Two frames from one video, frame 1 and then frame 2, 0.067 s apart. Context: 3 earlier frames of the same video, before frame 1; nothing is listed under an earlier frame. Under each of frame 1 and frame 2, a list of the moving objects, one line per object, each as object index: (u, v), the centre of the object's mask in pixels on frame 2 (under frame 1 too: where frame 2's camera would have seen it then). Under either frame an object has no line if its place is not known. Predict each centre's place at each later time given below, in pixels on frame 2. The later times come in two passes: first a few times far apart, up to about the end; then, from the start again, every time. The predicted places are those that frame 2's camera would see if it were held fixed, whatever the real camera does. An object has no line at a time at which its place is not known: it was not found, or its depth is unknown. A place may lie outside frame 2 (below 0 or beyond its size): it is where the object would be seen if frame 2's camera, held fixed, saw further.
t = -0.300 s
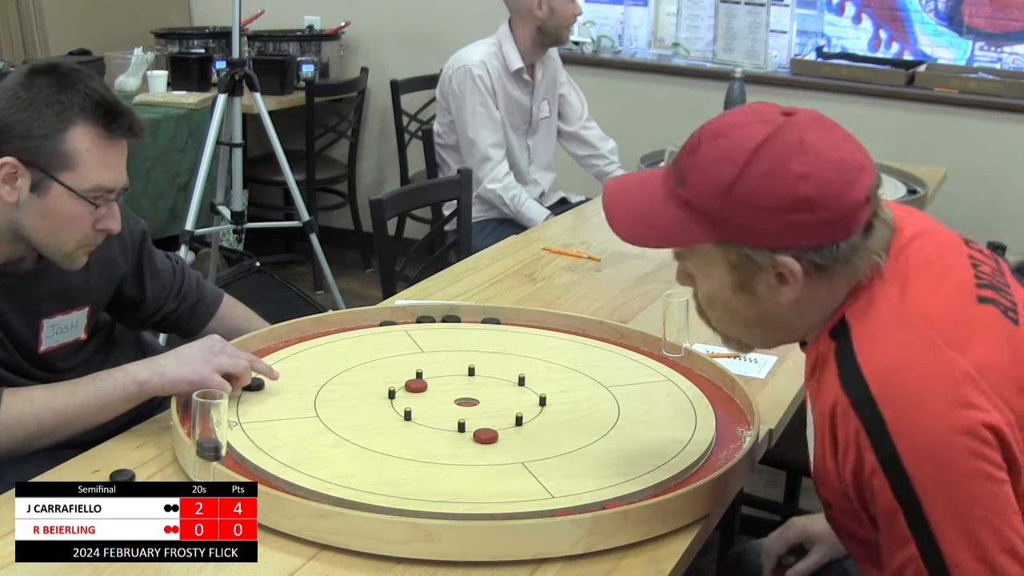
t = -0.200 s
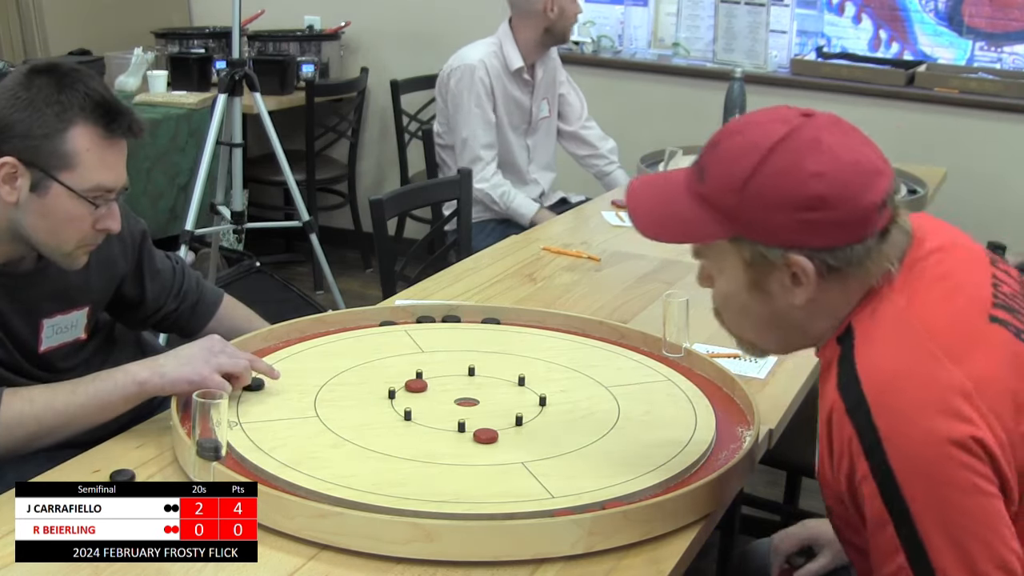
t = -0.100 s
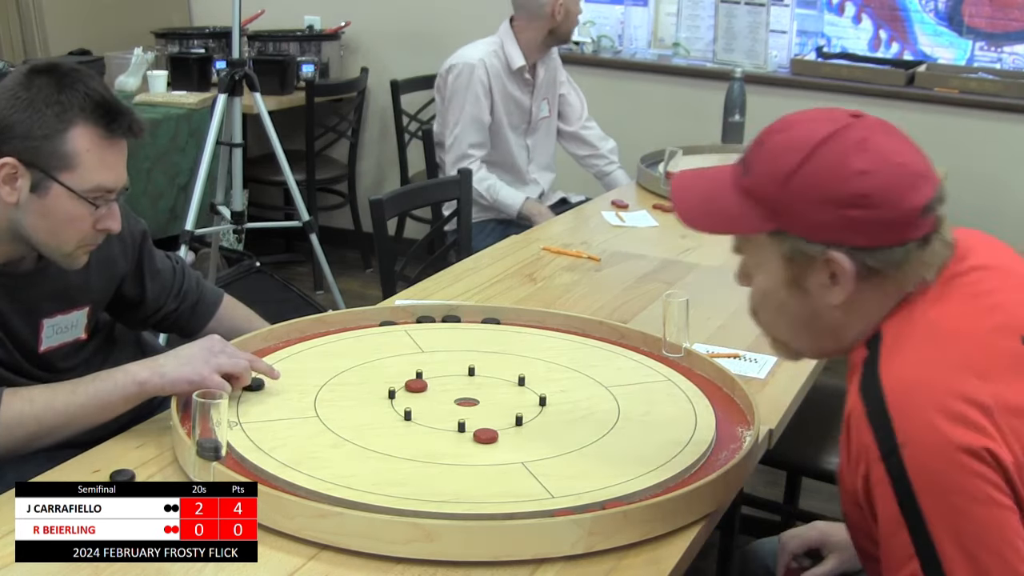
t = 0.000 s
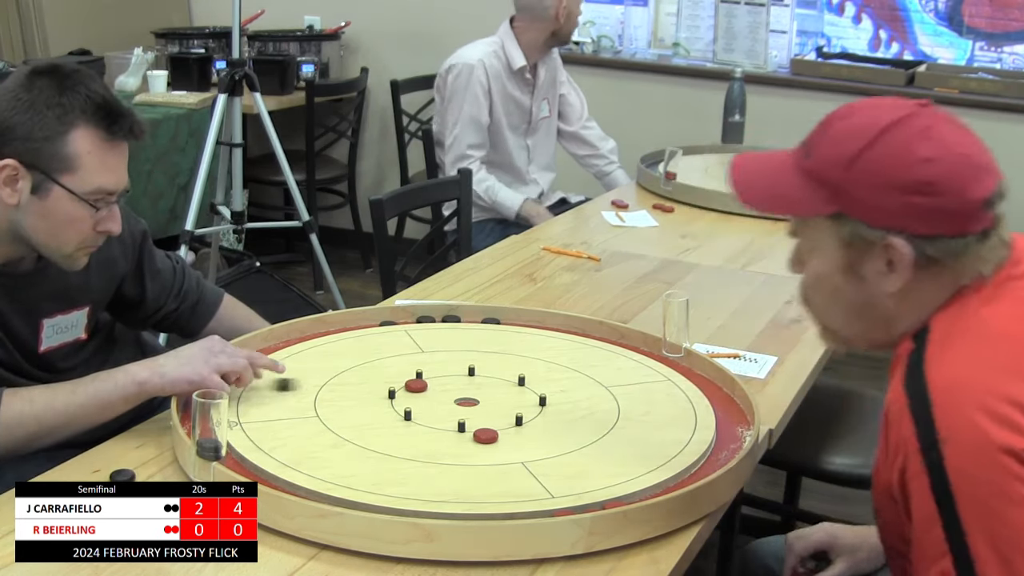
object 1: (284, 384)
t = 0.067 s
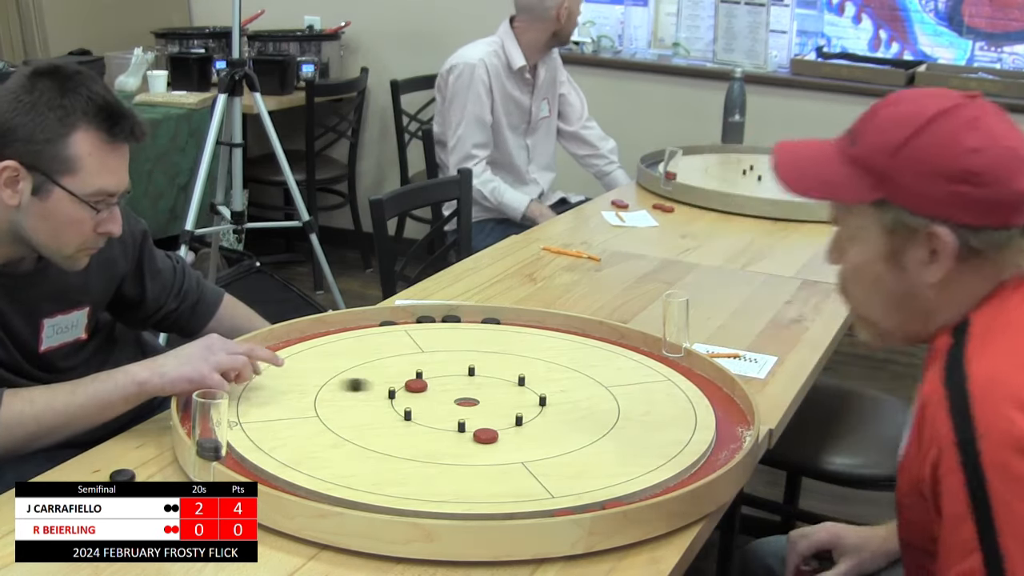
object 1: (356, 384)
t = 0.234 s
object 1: (402, 380)
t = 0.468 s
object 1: (403, 380)
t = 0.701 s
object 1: (403, 380)
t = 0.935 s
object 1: (403, 380)
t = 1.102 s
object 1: (403, 380)
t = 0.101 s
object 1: (388, 383)
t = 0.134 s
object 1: (396, 383)
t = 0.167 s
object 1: (398, 382)
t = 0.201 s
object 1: (400, 381)
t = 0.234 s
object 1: (402, 380)
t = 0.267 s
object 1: (403, 380)
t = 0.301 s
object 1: (403, 380)
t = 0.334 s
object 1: (403, 380)
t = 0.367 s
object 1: (403, 380)
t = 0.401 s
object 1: (403, 380)
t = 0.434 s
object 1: (403, 380)
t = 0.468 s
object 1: (403, 380)
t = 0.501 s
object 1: (403, 380)
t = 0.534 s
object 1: (403, 380)
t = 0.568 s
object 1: (403, 380)
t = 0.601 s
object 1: (403, 380)
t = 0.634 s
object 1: (403, 380)
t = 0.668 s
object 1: (403, 380)
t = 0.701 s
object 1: (403, 380)
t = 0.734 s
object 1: (403, 380)
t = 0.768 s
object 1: (403, 380)
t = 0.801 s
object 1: (403, 380)
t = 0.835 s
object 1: (403, 380)
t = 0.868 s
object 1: (403, 380)
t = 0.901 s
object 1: (403, 380)
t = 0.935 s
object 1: (403, 380)
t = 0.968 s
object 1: (403, 380)
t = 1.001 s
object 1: (403, 380)
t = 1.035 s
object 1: (403, 380)
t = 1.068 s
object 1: (403, 380)
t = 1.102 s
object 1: (403, 380)
